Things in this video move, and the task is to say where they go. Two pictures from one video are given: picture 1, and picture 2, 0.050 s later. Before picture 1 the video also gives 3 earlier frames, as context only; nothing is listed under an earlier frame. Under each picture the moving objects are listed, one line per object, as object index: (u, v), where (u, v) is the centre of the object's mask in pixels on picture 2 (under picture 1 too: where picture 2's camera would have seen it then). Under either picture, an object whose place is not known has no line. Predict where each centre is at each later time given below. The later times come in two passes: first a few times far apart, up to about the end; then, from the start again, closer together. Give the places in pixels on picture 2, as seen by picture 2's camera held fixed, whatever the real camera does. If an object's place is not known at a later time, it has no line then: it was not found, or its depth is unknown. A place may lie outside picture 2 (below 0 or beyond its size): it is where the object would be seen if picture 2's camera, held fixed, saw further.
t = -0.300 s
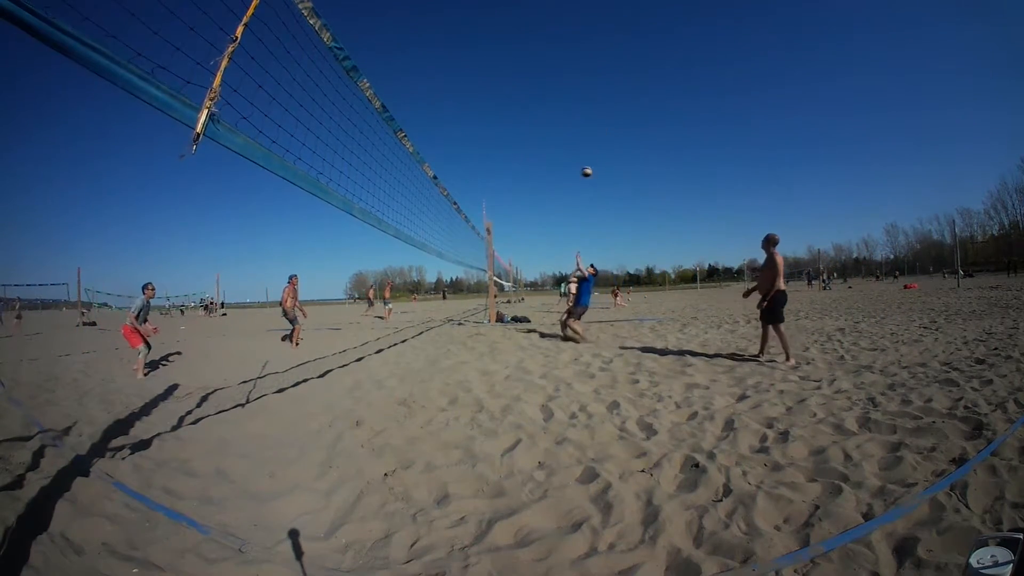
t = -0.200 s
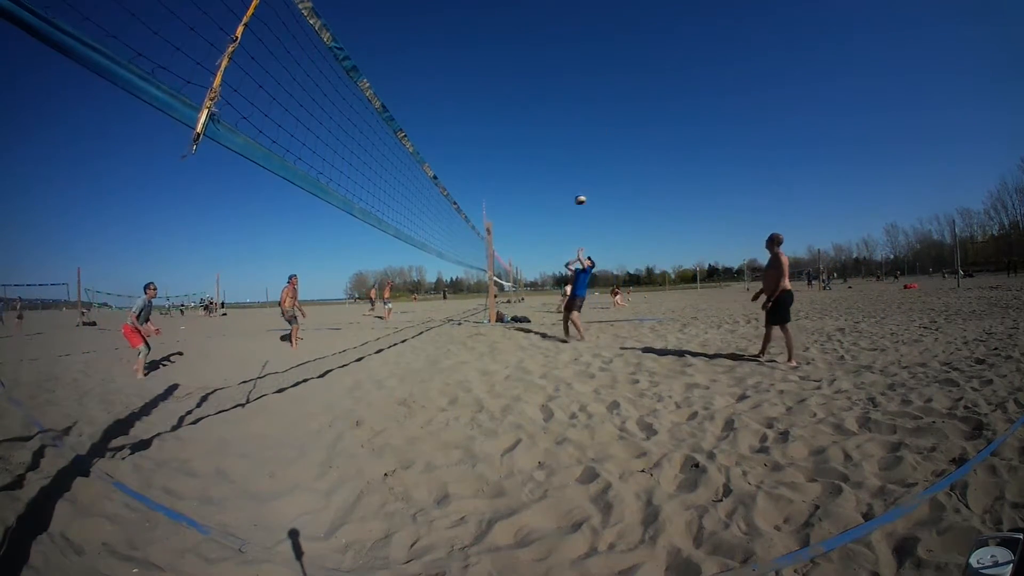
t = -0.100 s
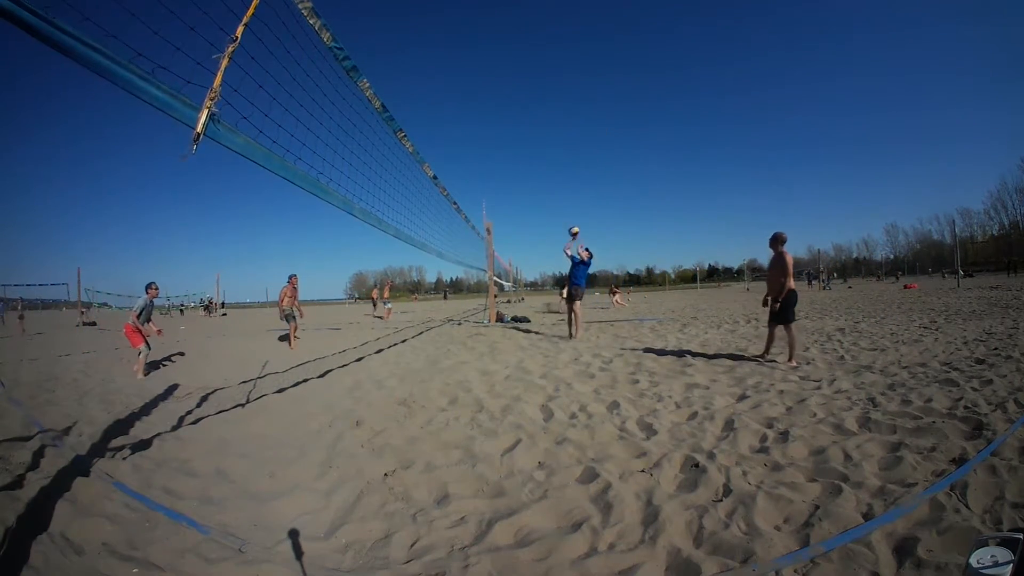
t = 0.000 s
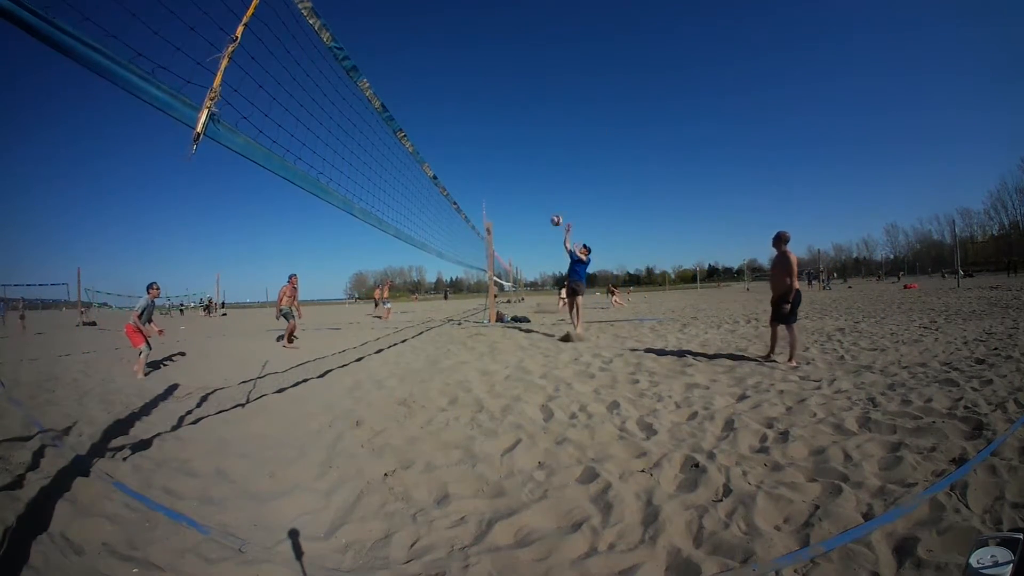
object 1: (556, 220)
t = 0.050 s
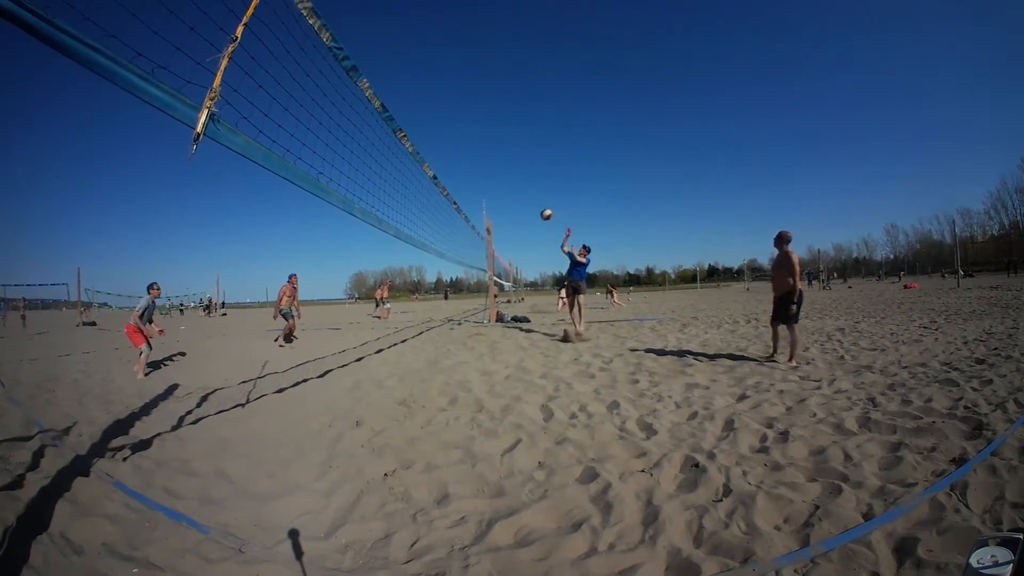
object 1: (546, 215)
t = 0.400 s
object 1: (442, 210)
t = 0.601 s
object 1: (413, 226)
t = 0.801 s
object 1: (429, 245)
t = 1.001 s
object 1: (452, 320)
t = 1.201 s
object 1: (480, 391)
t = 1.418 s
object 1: (507, 352)
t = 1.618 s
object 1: (545, 391)
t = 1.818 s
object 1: (598, 497)
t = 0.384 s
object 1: (449, 208)
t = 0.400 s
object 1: (442, 210)
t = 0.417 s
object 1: (435, 212)
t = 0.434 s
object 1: (428, 215)
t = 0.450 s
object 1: (422, 217)
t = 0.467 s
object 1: (418, 219)
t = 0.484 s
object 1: (416, 220)
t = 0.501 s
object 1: (415, 221)
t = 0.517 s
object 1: (414, 221)
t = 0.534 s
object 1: (413, 222)
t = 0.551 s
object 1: (414, 223)
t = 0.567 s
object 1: (414, 224)
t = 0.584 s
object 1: (413, 225)
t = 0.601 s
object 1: (413, 226)
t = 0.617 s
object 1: (414, 227)
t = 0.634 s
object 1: (414, 228)
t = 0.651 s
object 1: (415, 229)
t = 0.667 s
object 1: (416, 231)
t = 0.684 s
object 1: (417, 230)
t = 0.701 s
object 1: (418, 232)
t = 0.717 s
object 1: (420, 233)
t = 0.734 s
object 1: (421, 234)
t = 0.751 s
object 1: (424, 236)
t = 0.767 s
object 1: (425, 239)
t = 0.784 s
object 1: (427, 242)
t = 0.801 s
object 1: (429, 245)
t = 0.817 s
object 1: (430, 249)
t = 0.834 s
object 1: (431, 253)
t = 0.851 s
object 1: (433, 257)
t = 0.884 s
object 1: (436, 268)
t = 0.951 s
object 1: (444, 294)
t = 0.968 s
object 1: (447, 302)
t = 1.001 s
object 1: (452, 320)
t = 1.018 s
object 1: (455, 329)
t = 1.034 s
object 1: (457, 340)
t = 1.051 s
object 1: (460, 352)
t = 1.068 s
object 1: (462, 364)
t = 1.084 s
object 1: (465, 376)
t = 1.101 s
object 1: (468, 389)
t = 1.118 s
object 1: (472, 402)
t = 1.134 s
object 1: (474, 412)
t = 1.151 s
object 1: (475, 408)
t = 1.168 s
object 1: (477, 401)
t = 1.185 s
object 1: (479, 396)
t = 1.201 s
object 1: (480, 391)
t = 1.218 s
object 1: (482, 386)
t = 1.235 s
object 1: (484, 381)
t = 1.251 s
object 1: (485, 376)
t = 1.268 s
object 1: (487, 372)
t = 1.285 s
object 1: (489, 369)
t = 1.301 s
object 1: (491, 365)
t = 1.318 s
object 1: (493, 362)
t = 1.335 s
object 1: (495, 360)
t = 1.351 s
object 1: (497, 357)
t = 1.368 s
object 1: (500, 355)
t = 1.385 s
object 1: (502, 354)
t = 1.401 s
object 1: (504, 353)
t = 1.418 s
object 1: (507, 352)
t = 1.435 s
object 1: (509, 352)
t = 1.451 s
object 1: (512, 352)
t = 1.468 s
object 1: (515, 353)
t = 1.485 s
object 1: (518, 354)
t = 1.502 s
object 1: (521, 356)
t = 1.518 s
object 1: (524, 359)
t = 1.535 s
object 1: (528, 362)
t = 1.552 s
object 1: (531, 366)
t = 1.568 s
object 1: (534, 371)
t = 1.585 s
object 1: (538, 377)
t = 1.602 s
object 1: (541, 384)
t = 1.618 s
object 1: (545, 391)
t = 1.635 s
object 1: (549, 399)
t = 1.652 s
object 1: (553, 407)
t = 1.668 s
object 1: (557, 417)
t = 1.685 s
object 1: (562, 428)
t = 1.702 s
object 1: (566, 439)
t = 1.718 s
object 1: (571, 450)
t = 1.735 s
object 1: (575, 463)
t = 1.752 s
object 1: (579, 477)
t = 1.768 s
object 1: (584, 491)
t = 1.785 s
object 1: (588, 497)
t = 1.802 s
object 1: (593, 497)
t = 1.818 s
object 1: (598, 497)
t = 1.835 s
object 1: (604, 497)
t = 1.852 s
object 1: (610, 499)
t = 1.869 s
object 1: (616, 501)
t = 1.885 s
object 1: (622, 503)
